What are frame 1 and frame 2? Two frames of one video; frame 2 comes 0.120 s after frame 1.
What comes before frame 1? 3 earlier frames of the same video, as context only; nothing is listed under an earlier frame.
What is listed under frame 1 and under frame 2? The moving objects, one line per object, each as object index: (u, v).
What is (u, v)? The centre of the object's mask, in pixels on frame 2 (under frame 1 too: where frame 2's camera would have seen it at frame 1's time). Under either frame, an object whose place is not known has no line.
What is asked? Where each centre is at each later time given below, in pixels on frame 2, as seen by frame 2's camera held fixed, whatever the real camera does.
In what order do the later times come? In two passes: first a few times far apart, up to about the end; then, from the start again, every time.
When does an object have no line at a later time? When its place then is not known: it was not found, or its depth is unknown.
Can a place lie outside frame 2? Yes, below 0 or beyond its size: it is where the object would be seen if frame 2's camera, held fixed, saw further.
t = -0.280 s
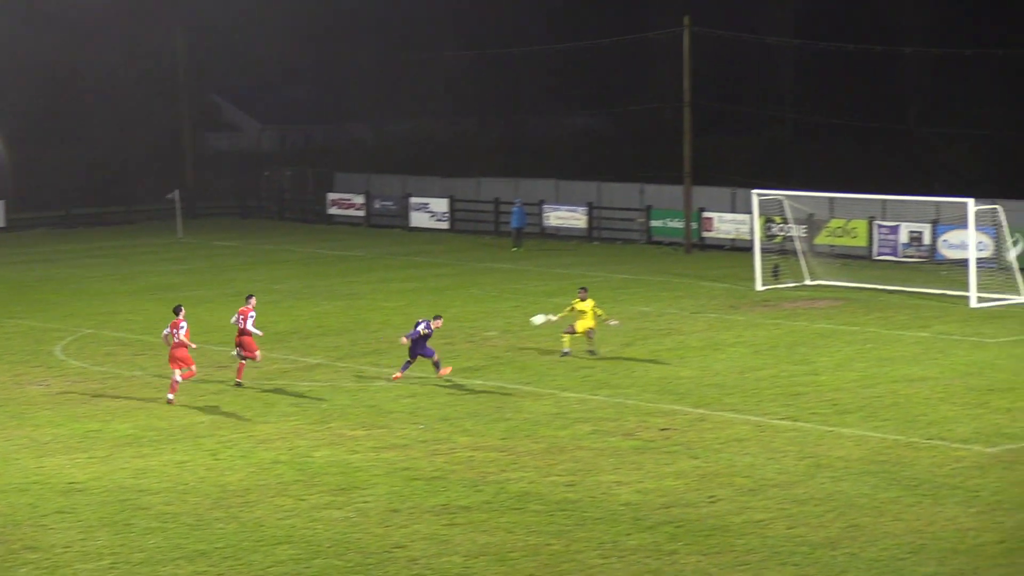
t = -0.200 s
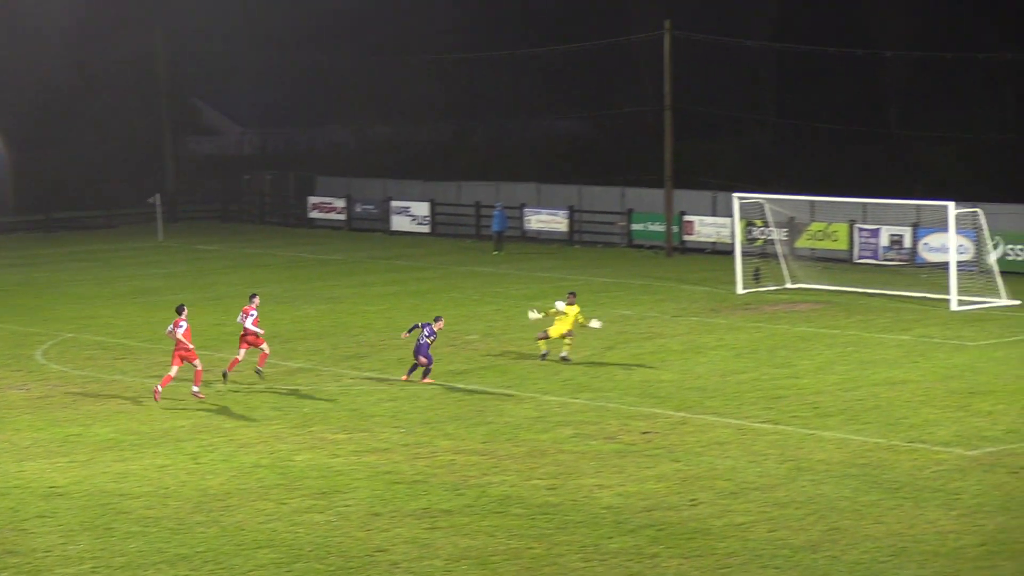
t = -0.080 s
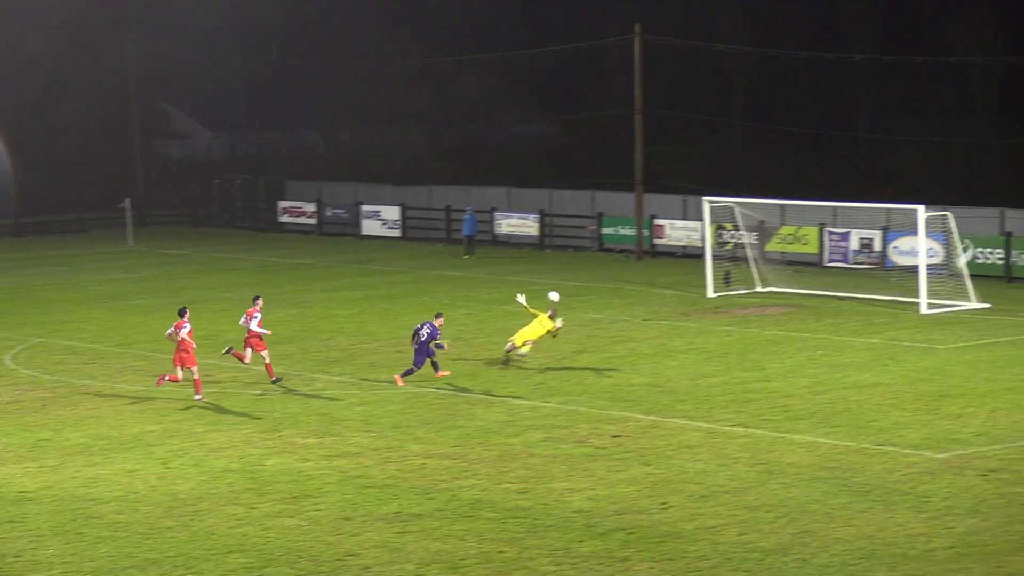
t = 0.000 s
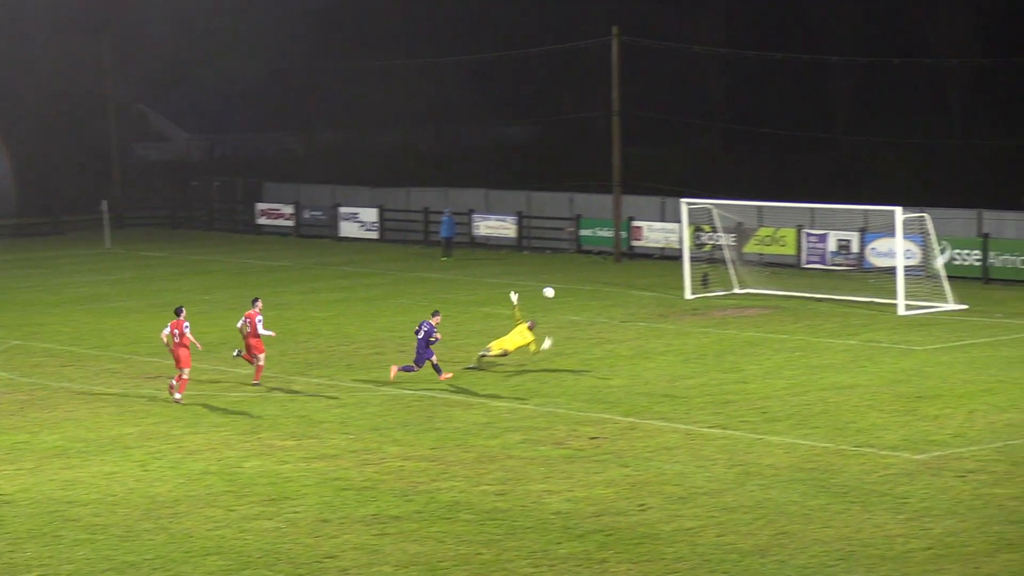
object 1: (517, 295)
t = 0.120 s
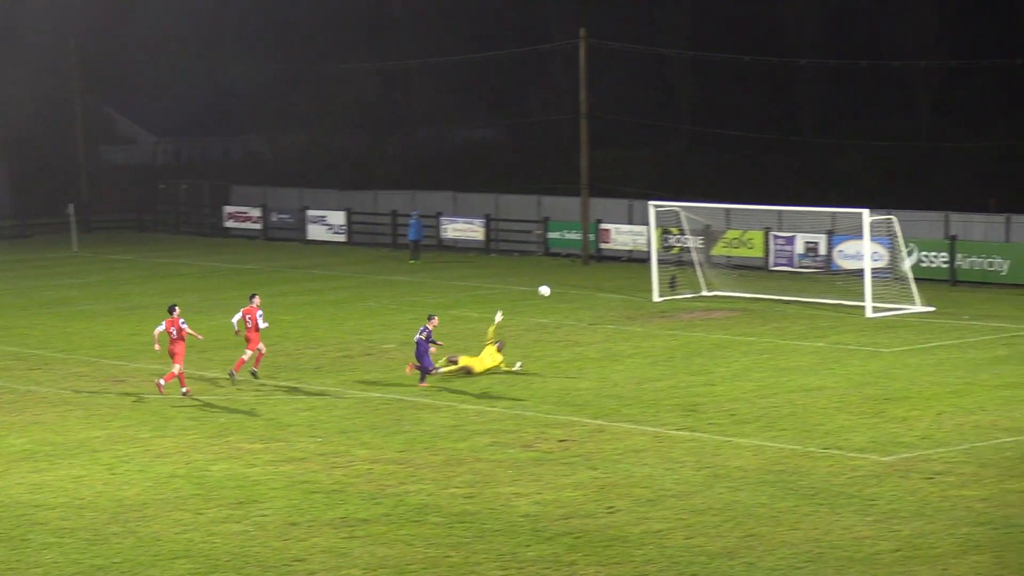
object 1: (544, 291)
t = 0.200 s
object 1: (563, 291)
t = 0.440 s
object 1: (626, 312)
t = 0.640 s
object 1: (679, 355)
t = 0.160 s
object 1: (554, 291)
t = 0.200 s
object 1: (563, 291)
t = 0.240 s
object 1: (573, 293)
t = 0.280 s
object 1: (584, 295)
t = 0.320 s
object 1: (594, 298)
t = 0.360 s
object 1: (604, 301)
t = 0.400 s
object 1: (615, 306)
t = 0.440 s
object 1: (626, 312)
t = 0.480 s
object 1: (637, 318)
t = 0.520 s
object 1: (647, 326)
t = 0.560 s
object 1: (658, 335)
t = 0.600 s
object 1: (669, 344)
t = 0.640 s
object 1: (679, 355)
